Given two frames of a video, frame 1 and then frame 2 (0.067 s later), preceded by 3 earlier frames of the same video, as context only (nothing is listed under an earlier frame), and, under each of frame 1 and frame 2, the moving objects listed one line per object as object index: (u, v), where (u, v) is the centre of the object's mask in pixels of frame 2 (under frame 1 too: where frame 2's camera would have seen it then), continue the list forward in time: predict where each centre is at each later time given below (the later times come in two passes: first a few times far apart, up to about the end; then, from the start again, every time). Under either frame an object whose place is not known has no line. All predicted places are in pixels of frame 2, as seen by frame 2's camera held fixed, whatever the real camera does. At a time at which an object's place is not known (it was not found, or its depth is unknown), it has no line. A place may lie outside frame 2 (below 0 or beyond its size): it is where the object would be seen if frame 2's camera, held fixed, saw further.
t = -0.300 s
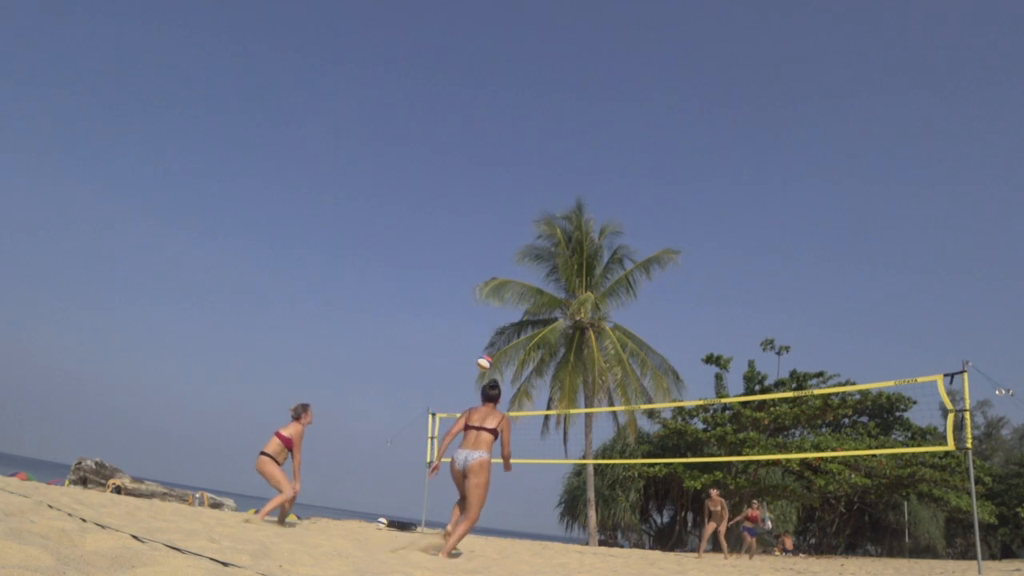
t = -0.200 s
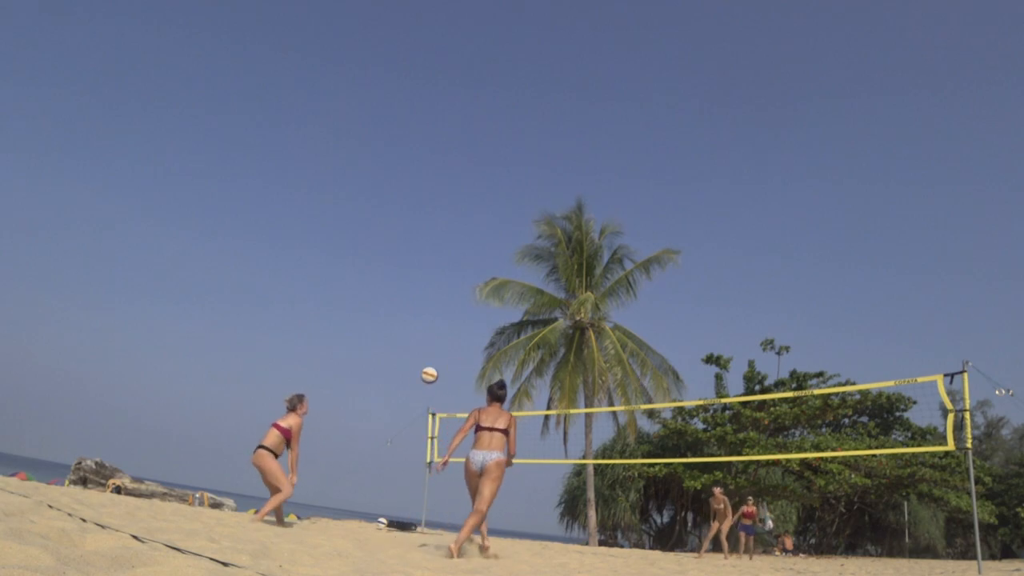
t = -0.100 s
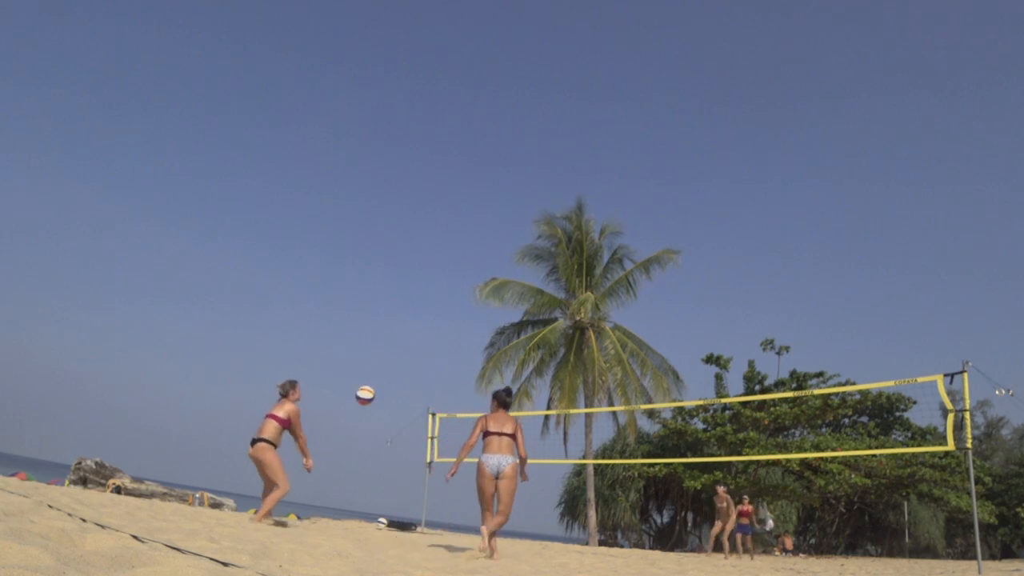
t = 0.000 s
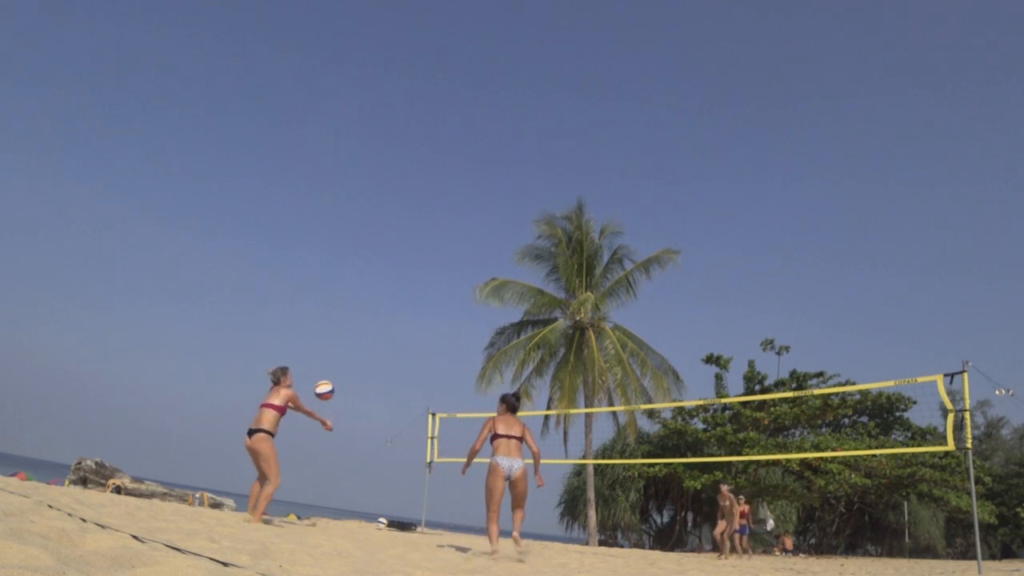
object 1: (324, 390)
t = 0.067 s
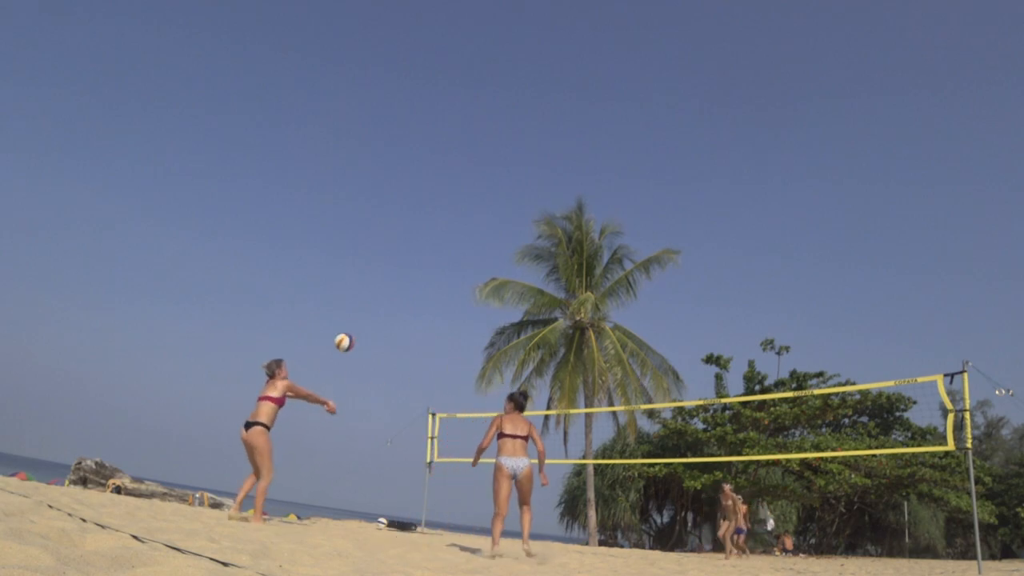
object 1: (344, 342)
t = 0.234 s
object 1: (389, 247)
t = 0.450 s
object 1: (431, 171)
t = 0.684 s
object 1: (468, 133)
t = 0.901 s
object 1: (494, 129)
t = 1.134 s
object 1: (518, 154)
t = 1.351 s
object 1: (537, 210)
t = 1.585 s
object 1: (554, 310)
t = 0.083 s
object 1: (348, 331)
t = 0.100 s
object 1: (354, 321)
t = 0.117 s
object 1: (359, 310)
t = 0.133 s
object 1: (363, 299)
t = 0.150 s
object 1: (367, 290)
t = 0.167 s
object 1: (372, 281)
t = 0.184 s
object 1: (376, 272)
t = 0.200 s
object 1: (380, 263)
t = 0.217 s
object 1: (385, 255)
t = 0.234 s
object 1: (389, 247)
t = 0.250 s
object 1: (392, 239)
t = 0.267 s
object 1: (396, 233)
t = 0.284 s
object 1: (399, 225)
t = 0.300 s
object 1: (403, 219)
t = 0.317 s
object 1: (407, 213)
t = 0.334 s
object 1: (410, 206)
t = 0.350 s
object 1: (413, 201)
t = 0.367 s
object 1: (417, 195)
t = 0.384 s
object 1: (420, 190)
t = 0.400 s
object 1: (423, 185)
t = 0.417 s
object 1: (426, 180)
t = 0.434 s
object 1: (429, 175)
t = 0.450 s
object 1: (431, 171)
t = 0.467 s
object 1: (435, 167)
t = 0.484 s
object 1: (438, 164)
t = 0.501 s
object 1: (441, 161)
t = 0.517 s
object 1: (444, 156)
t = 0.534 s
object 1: (446, 153)
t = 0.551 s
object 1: (449, 150)
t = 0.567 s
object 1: (451, 147)
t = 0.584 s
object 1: (454, 145)
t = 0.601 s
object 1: (456, 142)
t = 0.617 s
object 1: (459, 140)
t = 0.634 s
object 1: (462, 138)
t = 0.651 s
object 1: (463, 136)
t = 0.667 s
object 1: (466, 134)
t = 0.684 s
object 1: (468, 133)
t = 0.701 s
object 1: (470, 131)
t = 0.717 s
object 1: (473, 130)
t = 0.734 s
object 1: (475, 129)
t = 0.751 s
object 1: (477, 128)
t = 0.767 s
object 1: (478, 127)
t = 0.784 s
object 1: (480, 127)
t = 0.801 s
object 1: (483, 126)
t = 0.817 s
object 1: (484, 126)
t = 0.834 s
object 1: (486, 126)
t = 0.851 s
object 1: (488, 126)
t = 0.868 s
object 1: (490, 127)
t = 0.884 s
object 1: (492, 128)
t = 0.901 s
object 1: (494, 129)
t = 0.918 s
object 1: (496, 129)
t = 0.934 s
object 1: (498, 129)
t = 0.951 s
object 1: (500, 131)
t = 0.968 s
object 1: (502, 132)
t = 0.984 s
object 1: (503, 133)
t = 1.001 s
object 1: (505, 135)
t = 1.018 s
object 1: (507, 137)
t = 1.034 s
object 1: (508, 138)
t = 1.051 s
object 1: (510, 141)
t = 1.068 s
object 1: (511, 143)
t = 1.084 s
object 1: (513, 146)
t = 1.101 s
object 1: (515, 148)
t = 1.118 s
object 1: (516, 151)
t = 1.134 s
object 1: (518, 154)
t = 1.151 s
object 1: (519, 157)
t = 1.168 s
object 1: (521, 161)
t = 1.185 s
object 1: (522, 164)
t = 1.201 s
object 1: (524, 167)
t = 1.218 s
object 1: (525, 171)
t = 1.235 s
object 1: (526, 176)
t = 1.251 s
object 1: (528, 180)
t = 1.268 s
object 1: (529, 186)
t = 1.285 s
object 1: (531, 191)
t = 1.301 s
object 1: (532, 194)
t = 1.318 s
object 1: (534, 199)
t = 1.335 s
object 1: (535, 205)
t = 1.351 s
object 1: (537, 210)
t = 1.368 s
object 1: (538, 215)
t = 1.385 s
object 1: (539, 221)
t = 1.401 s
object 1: (541, 228)
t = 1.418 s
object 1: (542, 234)
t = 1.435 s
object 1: (543, 240)
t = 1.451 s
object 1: (544, 248)
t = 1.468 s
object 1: (545, 255)
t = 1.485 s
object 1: (547, 262)
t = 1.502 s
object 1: (548, 269)
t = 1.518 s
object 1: (550, 276)
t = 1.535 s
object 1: (551, 284)
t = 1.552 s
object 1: (552, 293)
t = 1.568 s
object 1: (553, 301)
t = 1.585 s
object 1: (554, 310)
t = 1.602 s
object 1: (555, 319)
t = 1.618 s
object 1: (556, 328)
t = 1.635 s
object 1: (556, 338)
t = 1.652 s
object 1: (558, 349)
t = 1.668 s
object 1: (560, 358)
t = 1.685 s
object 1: (561, 369)
